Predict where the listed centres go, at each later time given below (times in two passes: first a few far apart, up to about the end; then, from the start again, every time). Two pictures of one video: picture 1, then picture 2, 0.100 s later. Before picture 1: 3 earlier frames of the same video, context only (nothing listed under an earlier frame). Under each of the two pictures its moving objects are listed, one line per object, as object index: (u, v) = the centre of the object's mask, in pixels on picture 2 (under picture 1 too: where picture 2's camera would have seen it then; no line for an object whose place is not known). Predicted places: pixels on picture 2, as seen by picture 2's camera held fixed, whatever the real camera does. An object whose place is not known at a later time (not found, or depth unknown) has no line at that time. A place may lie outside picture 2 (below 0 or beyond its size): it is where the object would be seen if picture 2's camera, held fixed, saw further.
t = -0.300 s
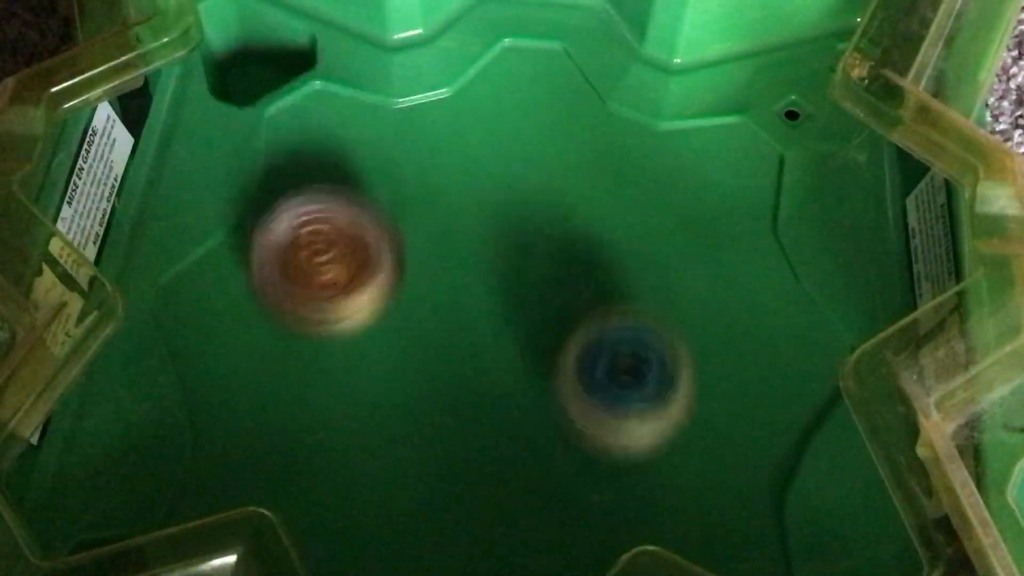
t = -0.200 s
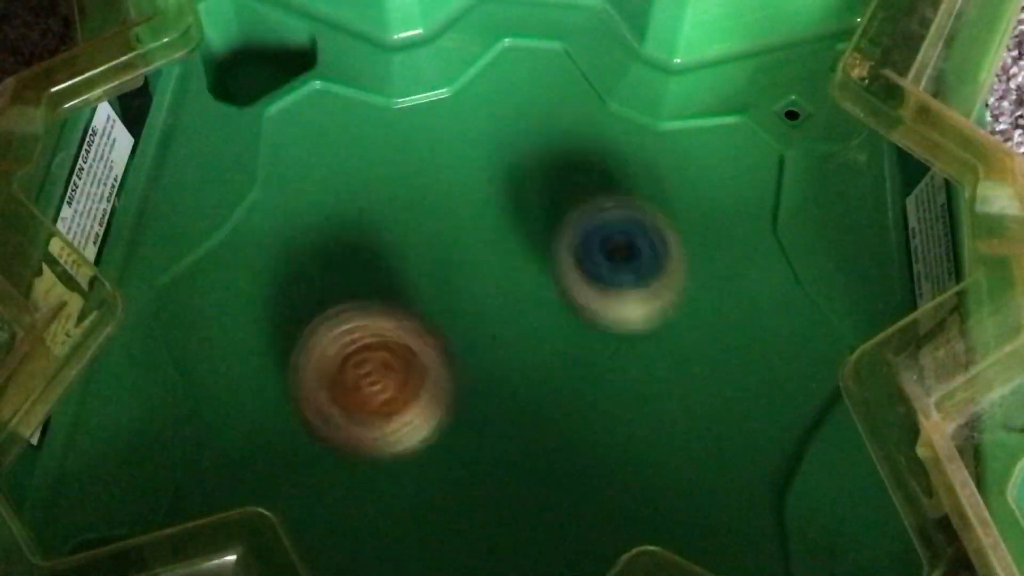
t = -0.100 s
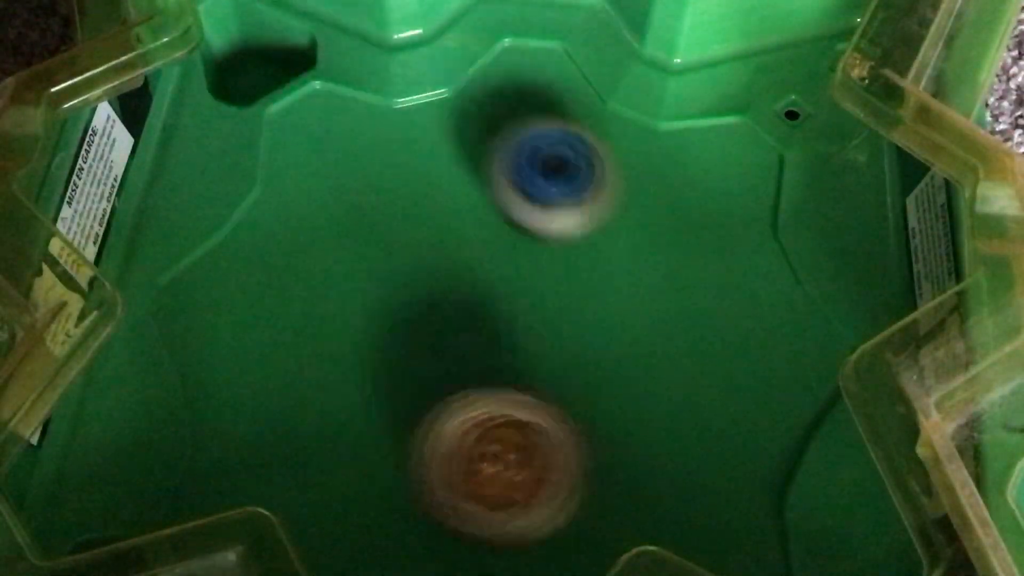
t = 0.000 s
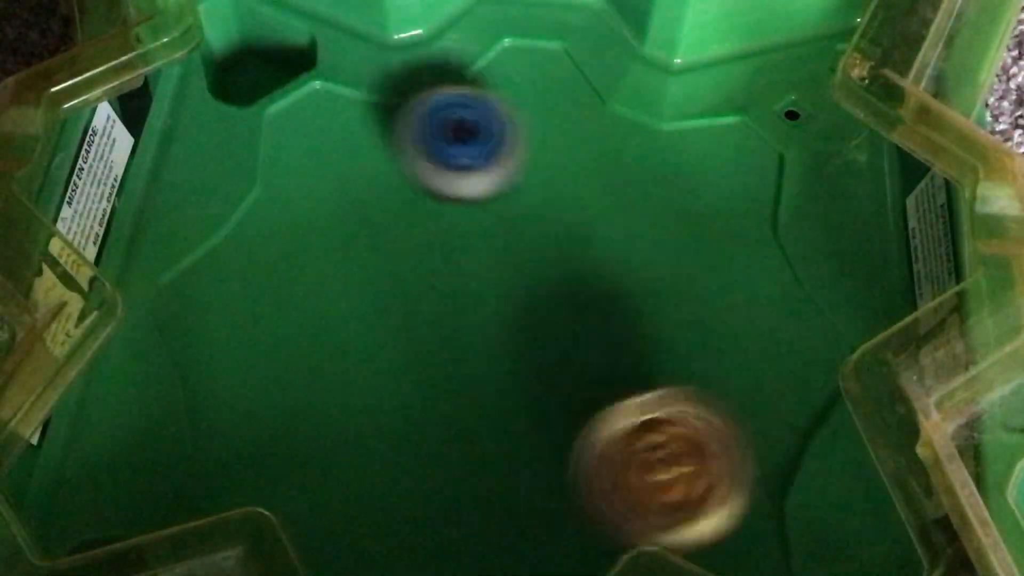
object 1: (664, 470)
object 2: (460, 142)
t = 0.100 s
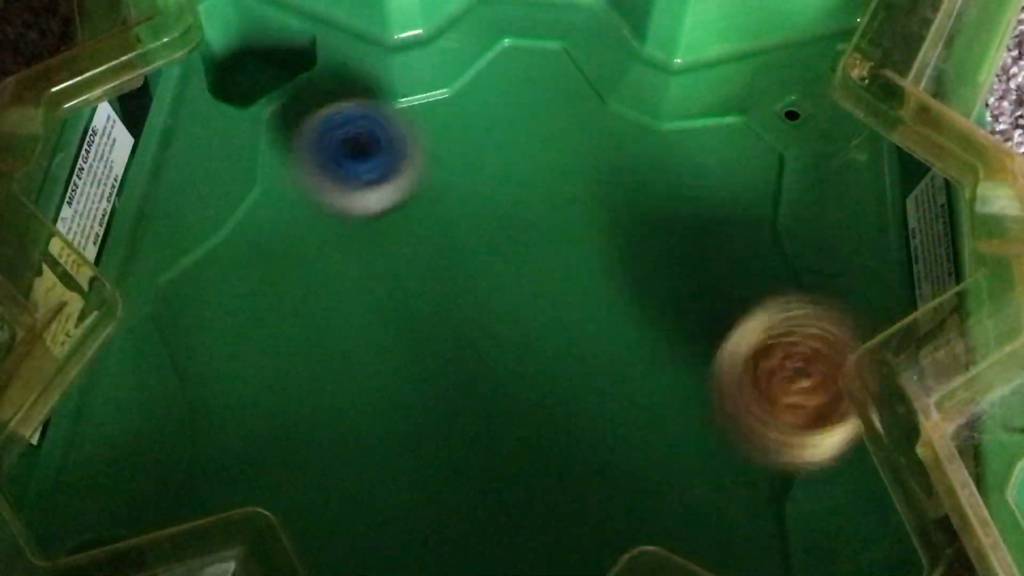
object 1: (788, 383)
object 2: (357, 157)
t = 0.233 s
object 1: (753, 256)
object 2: (274, 258)
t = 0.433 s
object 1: (523, 218)
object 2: (404, 434)
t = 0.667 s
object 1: (458, 438)
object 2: (672, 345)
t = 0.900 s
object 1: (699, 490)
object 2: (611, 141)
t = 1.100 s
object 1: (703, 292)
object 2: (436, 180)
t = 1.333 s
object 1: (441, 245)
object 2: (425, 401)
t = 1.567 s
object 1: (305, 421)
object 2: (645, 486)
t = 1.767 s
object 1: (463, 533)
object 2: (737, 343)
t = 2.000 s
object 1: (655, 366)
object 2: (551, 249)
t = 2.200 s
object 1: (535, 189)
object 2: (397, 347)
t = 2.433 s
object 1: (307, 204)
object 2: (440, 511)
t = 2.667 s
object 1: (297, 416)
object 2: (613, 442)
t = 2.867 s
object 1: (536, 469)
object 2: (549, 282)
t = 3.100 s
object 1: (690, 272)
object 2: (364, 272)
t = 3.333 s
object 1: (557, 110)
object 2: (378, 412)
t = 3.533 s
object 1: (383, 179)
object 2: (539, 379)
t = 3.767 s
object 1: (389, 400)
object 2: (527, 218)
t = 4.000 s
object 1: (619, 484)
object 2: (408, 241)
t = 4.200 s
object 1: (759, 348)
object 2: (477, 340)
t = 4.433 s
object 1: (644, 161)
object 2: (582, 321)
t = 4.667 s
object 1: (436, 154)
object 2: (543, 309)
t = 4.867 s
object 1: (336, 300)
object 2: (522, 328)
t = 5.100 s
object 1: (435, 487)
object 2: (519, 348)
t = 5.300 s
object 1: (638, 486)
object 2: (517, 354)
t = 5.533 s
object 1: (709, 299)
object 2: (511, 352)
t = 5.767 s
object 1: (533, 193)
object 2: (504, 354)
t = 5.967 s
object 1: (372, 247)
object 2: (496, 352)
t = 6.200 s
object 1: (326, 416)
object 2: (492, 346)
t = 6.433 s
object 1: (508, 502)
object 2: (487, 333)
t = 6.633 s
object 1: (648, 384)
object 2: (486, 321)
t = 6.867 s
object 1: (597, 207)
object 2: (490, 311)
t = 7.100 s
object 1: (428, 170)
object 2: (492, 308)
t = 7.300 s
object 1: (340, 280)
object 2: (506, 316)
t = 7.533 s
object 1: (435, 432)
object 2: (528, 318)
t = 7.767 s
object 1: (634, 435)
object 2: (538, 318)
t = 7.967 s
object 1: (702, 310)
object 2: (533, 320)
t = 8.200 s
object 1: (578, 202)
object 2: (505, 338)
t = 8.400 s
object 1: (435, 226)
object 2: (502, 360)
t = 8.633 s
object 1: (357, 350)
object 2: (517, 377)
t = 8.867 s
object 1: (429, 467)
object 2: (557, 361)
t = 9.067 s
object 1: (551, 471)
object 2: (582, 279)
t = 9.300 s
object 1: (578, 369)
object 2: (546, 230)
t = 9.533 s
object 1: (459, 358)
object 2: (507, 222)
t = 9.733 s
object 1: (420, 416)
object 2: (485, 269)
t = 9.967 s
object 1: (499, 459)
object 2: (520, 273)
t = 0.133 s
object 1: (814, 338)
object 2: (327, 175)
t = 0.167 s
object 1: (825, 294)
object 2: (302, 201)
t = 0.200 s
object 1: (797, 273)
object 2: (285, 228)
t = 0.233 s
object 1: (753, 256)
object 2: (274, 258)
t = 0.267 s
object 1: (711, 239)
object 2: (274, 293)
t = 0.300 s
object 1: (673, 219)
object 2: (284, 328)
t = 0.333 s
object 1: (635, 204)
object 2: (302, 362)
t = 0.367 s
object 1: (597, 199)
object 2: (330, 393)
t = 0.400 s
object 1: (558, 205)
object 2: (364, 416)
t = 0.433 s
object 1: (523, 218)
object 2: (404, 434)
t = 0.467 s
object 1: (493, 240)
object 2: (447, 444)
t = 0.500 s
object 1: (468, 269)
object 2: (494, 446)
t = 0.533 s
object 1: (451, 302)
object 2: (539, 440)
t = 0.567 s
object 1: (441, 336)
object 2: (583, 426)
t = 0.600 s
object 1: (438, 370)
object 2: (618, 405)
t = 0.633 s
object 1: (444, 405)
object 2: (648, 377)
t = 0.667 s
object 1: (458, 438)
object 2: (672, 345)
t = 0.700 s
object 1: (478, 467)
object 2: (687, 312)
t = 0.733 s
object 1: (504, 492)
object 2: (693, 277)
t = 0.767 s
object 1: (539, 507)
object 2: (690, 240)
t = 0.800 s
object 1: (573, 511)
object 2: (680, 209)
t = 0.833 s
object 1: (616, 509)
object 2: (663, 182)
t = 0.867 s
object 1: (661, 501)
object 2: (638, 159)
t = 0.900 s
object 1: (699, 490)
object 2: (611, 141)
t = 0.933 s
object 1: (724, 465)
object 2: (579, 129)
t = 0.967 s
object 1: (743, 433)
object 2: (549, 126)
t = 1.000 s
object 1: (751, 397)
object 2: (518, 131)
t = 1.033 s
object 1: (747, 359)
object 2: (487, 140)
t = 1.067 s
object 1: (730, 322)
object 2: (460, 157)
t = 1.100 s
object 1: (703, 292)
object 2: (436, 180)
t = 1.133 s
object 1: (671, 267)
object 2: (417, 205)
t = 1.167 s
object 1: (634, 249)
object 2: (404, 235)
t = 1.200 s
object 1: (593, 238)
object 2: (397, 267)
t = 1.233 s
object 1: (551, 234)
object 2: (397, 304)
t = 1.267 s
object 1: (511, 234)
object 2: (403, 335)
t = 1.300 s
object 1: (475, 238)
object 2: (413, 369)
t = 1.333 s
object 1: (441, 245)
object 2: (425, 401)
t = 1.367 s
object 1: (409, 260)
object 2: (445, 431)
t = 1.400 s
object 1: (380, 278)
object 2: (471, 455)
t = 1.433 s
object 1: (353, 300)
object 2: (500, 474)
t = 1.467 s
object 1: (330, 326)
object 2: (533, 487)
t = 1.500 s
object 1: (316, 356)
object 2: (571, 496)
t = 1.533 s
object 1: (307, 389)
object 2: (610, 494)
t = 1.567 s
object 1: (305, 421)
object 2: (645, 486)
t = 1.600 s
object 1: (312, 452)
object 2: (678, 476)
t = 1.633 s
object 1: (330, 484)
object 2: (705, 456)
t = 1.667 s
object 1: (354, 508)
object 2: (725, 431)
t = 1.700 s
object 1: (383, 522)
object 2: (738, 403)
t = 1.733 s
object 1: (421, 529)
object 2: (742, 372)
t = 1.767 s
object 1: (463, 533)
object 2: (737, 343)
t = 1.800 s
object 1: (509, 531)
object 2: (723, 316)
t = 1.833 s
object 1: (552, 520)
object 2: (702, 292)
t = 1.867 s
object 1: (591, 506)
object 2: (677, 273)
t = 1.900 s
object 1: (621, 478)
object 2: (646, 260)
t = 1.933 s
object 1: (641, 445)
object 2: (614, 252)
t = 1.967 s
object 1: (653, 407)
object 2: (582, 248)
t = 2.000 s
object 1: (655, 366)
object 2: (551, 249)
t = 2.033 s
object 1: (649, 326)
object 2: (519, 254)
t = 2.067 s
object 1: (637, 291)
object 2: (488, 265)
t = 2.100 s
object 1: (619, 258)
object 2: (458, 281)
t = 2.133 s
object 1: (593, 231)
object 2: (434, 300)
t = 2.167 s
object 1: (566, 207)
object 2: (414, 322)
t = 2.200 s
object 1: (535, 189)
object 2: (397, 347)
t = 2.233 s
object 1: (502, 175)
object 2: (386, 374)
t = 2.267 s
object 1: (468, 166)
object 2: (382, 401)
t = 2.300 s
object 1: (434, 162)
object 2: (383, 427)
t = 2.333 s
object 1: (399, 165)
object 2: (389, 453)
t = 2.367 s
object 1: (366, 171)
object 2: (401, 476)
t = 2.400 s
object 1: (334, 184)
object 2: (418, 496)
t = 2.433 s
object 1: (307, 204)
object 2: (440, 511)
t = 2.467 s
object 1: (283, 227)
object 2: (466, 518)
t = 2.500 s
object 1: (265, 254)
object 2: (496, 519)
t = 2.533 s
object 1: (254, 285)
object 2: (525, 518)
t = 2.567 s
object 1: (251, 318)
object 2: (556, 511)
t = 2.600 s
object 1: (258, 352)
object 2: (582, 495)
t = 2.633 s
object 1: (274, 386)
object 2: (601, 471)
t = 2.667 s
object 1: (297, 416)
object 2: (613, 442)
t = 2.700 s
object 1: (328, 443)
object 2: (617, 414)
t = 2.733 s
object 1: (366, 463)
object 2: (617, 383)
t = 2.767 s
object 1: (407, 476)
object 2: (608, 353)
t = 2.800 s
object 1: (450, 481)
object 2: (593, 326)
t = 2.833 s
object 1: (494, 479)
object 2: (573, 301)
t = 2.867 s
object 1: (536, 469)
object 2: (549, 282)
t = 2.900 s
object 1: (575, 452)
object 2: (521, 266)
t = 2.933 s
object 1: (611, 428)
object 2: (495, 255)
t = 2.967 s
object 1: (638, 402)
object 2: (468, 249)
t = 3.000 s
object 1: (661, 371)
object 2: (437, 248)
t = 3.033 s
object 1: (678, 339)
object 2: (409, 252)
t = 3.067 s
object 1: (688, 307)
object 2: (385, 259)
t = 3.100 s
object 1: (690, 272)
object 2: (364, 272)
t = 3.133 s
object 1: (687, 239)
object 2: (346, 289)
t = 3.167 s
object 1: (678, 208)
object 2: (333, 309)
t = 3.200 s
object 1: (663, 179)
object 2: (328, 332)
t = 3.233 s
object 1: (642, 156)
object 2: (330, 356)
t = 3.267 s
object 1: (617, 135)
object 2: (340, 377)
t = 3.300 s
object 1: (588, 119)
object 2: (356, 397)
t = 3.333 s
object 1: (557, 110)
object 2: (378, 412)
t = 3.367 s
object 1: (526, 106)
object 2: (403, 421)
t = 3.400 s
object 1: (493, 109)
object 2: (435, 426)
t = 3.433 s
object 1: (460, 118)
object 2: (466, 423)
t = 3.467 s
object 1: (431, 133)
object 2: (493, 415)
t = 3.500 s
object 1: (405, 155)
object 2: (517, 399)
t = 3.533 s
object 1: (383, 179)
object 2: (539, 379)
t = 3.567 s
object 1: (366, 206)
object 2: (554, 355)
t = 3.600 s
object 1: (355, 240)
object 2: (564, 329)
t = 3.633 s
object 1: (350, 273)
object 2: (568, 302)
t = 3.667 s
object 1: (350, 305)
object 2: (564, 278)
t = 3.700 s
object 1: (358, 339)
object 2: (557, 254)
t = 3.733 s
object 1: (371, 372)
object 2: (545, 234)
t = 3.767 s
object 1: (389, 400)
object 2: (527, 218)
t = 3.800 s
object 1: (413, 426)
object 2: (509, 206)
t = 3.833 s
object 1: (440, 450)
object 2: (490, 198)
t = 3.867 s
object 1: (473, 469)
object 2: (469, 198)
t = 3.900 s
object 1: (508, 481)
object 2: (449, 201)
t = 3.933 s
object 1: (544, 489)
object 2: (430, 208)
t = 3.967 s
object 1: (581, 491)
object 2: (418, 222)
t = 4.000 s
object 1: (619, 484)
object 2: (408, 241)
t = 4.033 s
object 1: (657, 473)
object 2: (405, 261)
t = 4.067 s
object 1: (689, 457)
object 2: (409, 280)
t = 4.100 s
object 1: (716, 436)
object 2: (419, 300)
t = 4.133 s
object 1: (736, 409)
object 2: (433, 315)
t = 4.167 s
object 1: (752, 378)
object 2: (454, 329)
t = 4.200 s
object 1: (759, 348)
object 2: (477, 340)
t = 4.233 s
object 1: (757, 314)
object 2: (500, 345)
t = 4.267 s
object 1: (746, 284)
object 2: (525, 346)
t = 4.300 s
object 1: (726, 257)
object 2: (547, 343)
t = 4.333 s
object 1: (703, 233)
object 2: (567, 335)
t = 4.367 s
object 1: (677, 213)
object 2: (583, 326)
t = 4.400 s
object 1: (665, 185)
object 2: (585, 324)
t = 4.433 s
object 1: (644, 161)
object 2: (582, 321)
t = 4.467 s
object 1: (619, 146)
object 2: (578, 316)
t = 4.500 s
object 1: (589, 135)
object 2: (572, 312)
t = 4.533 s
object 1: (559, 129)
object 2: (567, 309)
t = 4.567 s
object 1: (527, 128)
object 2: (561, 308)
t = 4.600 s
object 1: (495, 132)
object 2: (555, 308)
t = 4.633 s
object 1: (465, 141)
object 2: (549, 308)
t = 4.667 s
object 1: (436, 154)
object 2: (543, 309)
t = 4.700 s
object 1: (411, 170)
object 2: (539, 311)
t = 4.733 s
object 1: (388, 191)
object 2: (535, 313)
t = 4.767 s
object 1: (368, 215)
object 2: (531, 317)
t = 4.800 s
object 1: (352, 242)
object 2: (528, 320)
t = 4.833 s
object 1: (341, 271)
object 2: (524, 324)
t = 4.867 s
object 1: (336, 300)
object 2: (522, 328)
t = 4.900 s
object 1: (335, 331)
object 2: (520, 333)
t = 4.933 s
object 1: (341, 362)
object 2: (519, 336)
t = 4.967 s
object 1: (350, 391)
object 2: (519, 338)
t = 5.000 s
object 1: (365, 418)
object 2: (519, 341)
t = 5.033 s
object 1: (384, 445)
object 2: (518, 345)
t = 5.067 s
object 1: (408, 467)
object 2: (519, 347)
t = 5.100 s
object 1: (435, 487)
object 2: (519, 348)
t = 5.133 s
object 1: (466, 500)
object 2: (519, 349)
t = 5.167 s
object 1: (500, 507)
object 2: (518, 350)
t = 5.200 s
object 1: (535, 510)
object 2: (518, 352)
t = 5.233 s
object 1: (569, 507)
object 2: (517, 352)
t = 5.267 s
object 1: (606, 502)
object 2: (517, 353)
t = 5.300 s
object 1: (638, 486)
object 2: (517, 354)
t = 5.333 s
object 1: (666, 471)
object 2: (517, 354)
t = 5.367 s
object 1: (690, 448)
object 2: (517, 354)
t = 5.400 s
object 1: (707, 422)
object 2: (516, 353)
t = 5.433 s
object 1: (717, 392)
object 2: (514, 353)
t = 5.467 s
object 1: (721, 359)
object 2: (512, 352)
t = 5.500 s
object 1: (718, 329)
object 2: (511, 352)
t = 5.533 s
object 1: (709, 299)
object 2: (511, 352)
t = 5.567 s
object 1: (694, 273)
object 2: (510, 352)
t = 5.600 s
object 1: (673, 251)
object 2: (510, 352)
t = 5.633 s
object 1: (649, 232)
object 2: (509, 352)
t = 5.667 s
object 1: (623, 216)
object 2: (508, 353)
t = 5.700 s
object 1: (594, 205)
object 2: (506, 353)
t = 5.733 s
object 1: (565, 197)
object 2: (505, 354)
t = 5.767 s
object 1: (533, 193)
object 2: (504, 354)
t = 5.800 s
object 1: (503, 193)
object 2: (503, 354)
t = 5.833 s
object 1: (473, 198)
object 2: (502, 354)
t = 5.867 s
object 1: (446, 206)
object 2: (501, 353)
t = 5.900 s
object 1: (419, 217)
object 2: (499, 353)
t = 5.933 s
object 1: (395, 231)
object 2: (497, 352)
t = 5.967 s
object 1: (372, 247)
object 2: (496, 352)
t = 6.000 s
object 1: (352, 266)
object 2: (495, 351)
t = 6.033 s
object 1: (336, 287)
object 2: (494, 351)
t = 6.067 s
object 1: (324, 312)
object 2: (494, 350)
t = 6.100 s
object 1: (315, 338)
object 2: (493, 349)
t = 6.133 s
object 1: (313, 364)
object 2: (493, 348)
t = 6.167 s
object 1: (318, 391)
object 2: (493, 347)
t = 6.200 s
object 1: (326, 416)
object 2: (492, 346)
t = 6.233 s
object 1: (339, 440)
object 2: (493, 345)
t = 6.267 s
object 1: (358, 462)
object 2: (492, 343)
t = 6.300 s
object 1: (382, 481)
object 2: (491, 341)
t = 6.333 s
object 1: (410, 496)
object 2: (490, 340)
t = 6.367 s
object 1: (441, 502)
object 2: (489, 338)
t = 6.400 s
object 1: (474, 505)
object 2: (488, 336)
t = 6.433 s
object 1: (508, 502)
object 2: (487, 333)
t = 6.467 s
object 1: (540, 494)
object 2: (486, 330)
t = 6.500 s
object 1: (570, 481)
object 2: (486, 328)
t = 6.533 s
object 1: (598, 461)
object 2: (486, 326)
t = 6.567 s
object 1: (621, 437)
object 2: (486, 324)
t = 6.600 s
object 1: (637, 411)
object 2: (486, 322)
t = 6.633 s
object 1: (648, 384)
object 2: (486, 321)
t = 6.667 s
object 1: (655, 355)
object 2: (487, 321)
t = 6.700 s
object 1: (656, 326)
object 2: (487, 319)
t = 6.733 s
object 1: (654, 298)
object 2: (487, 318)
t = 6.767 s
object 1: (645, 271)
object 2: (487, 316)
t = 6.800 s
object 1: (632, 247)
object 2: (488, 315)
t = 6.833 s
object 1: (616, 225)
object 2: (489, 313)
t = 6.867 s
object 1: (597, 207)
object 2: (490, 311)
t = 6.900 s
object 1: (575, 191)
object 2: (491, 307)
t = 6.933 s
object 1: (552, 179)
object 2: (492, 305)
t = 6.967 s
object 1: (526, 170)
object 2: (492, 305)
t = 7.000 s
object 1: (501, 163)
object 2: (492, 305)
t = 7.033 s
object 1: (477, 162)
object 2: (491, 306)
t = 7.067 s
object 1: (452, 164)
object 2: (492, 307)
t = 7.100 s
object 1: (428, 170)
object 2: (492, 308)
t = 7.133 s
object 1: (405, 181)
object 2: (495, 309)
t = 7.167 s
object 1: (385, 195)
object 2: (497, 311)
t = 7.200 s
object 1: (367, 212)
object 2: (500, 313)
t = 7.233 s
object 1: (355, 232)
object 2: (503, 314)
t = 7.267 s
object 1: (344, 255)
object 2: (503, 315)
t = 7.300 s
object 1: (340, 280)
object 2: (506, 316)
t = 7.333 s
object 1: (341, 305)
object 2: (508, 317)
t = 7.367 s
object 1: (345, 331)
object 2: (511, 317)
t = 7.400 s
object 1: (357, 354)
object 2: (513, 317)
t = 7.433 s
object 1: (372, 378)
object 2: (515, 318)
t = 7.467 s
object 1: (391, 397)
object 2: (520, 319)
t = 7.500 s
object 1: (413, 415)
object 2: (523, 318)
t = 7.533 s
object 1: (435, 432)
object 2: (528, 318)
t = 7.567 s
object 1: (461, 444)
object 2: (531, 318)
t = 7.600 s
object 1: (490, 453)
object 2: (532, 317)
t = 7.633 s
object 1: (520, 458)
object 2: (534, 317)
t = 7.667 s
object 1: (550, 457)
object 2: (535, 317)
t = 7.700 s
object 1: (580, 453)
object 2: (536, 318)
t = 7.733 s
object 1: (608, 446)
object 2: (537, 317)
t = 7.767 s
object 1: (634, 435)
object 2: (538, 318)
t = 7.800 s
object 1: (658, 420)
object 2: (539, 317)
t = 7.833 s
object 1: (676, 402)
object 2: (538, 318)
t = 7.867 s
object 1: (691, 381)
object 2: (538, 318)
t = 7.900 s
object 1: (700, 358)
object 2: (537, 319)
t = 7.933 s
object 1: (704, 334)
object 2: (535, 319)
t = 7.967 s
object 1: (702, 310)
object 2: (533, 320)
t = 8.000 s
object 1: (694, 287)
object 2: (531, 321)
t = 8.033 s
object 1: (680, 265)
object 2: (529, 322)
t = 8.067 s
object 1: (663, 249)
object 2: (528, 323)
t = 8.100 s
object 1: (642, 233)
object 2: (525, 324)
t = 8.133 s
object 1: (623, 219)
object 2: (519, 328)
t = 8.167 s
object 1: (602, 210)
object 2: (511, 334)
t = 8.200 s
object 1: (578, 202)
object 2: (505, 338)
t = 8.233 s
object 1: (551, 200)
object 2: (501, 342)
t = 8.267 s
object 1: (525, 201)
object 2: (500, 343)
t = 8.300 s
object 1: (501, 207)
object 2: (500, 344)
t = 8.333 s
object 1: (478, 213)
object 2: (500, 347)
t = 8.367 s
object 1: (458, 217)
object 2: (501, 354)
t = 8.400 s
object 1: (435, 226)
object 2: (502, 360)
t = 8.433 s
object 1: (416, 237)
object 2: (503, 364)
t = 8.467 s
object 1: (398, 252)
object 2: (505, 370)
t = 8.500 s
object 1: (383, 268)
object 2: (506, 373)
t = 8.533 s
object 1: (372, 287)
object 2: (507, 374)
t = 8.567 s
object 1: (363, 308)
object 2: (510, 375)
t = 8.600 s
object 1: (361, 330)
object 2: (511, 375)
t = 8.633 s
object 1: (357, 350)
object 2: (517, 377)
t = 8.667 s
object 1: (355, 367)
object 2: (528, 379)
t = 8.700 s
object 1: (358, 387)
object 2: (536, 381)
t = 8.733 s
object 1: (366, 408)
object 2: (540, 381)
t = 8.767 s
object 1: (379, 426)
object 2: (541, 381)
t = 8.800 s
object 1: (396, 442)
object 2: (542, 377)
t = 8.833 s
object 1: (412, 455)
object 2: (549, 370)
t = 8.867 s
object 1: (429, 467)
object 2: (557, 361)
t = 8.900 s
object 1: (452, 474)
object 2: (560, 352)
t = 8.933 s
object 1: (478, 475)
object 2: (563, 344)
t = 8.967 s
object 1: (504, 470)
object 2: (563, 336)
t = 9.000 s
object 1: (525, 466)
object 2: (568, 321)
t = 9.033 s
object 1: (536, 472)
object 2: (577, 298)
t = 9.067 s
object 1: (551, 471)
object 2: (582, 279)
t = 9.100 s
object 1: (569, 462)
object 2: (584, 267)
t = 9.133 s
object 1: (584, 449)
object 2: (583, 259)
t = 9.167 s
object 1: (593, 431)
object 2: (579, 254)
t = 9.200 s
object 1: (596, 413)
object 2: (572, 252)
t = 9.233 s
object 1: (596, 393)
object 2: (563, 250)
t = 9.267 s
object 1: (589, 376)
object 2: (552, 243)
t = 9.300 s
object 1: (578, 369)
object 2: (546, 230)
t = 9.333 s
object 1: (563, 362)
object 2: (539, 220)
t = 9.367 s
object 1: (547, 355)
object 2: (533, 213)
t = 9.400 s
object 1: (530, 350)
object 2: (527, 211)
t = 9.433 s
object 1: (512, 349)
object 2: (522, 210)
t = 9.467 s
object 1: (493, 350)
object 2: (516, 212)
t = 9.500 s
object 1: (475, 354)
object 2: (512, 216)
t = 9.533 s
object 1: (459, 358)
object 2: (507, 222)
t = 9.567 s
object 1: (445, 366)
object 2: (502, 229)
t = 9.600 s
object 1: (434, 375)
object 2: (498, 237)
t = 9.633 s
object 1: (424, 385)
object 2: (494, 244)
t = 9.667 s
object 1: (418, 395)
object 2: (490, 253)
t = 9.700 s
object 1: (417, 406)
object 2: (487, 262)
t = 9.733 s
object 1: (420, 416)
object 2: (485, 269)
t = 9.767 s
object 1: (428, 424)
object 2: (484, 279)
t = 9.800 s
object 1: (439, 429)
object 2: (483, 287)
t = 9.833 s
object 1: (455, 428)
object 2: (484, 292)
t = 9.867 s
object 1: (463, 438)
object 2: (492, 286)
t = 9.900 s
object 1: (470, 449)
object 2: (503, 278)
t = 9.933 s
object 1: (483, 458)
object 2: (512, 274)
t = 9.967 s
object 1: (499, 459)
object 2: (520, 273)
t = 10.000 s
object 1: (514, 455)
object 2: (527, 273)
